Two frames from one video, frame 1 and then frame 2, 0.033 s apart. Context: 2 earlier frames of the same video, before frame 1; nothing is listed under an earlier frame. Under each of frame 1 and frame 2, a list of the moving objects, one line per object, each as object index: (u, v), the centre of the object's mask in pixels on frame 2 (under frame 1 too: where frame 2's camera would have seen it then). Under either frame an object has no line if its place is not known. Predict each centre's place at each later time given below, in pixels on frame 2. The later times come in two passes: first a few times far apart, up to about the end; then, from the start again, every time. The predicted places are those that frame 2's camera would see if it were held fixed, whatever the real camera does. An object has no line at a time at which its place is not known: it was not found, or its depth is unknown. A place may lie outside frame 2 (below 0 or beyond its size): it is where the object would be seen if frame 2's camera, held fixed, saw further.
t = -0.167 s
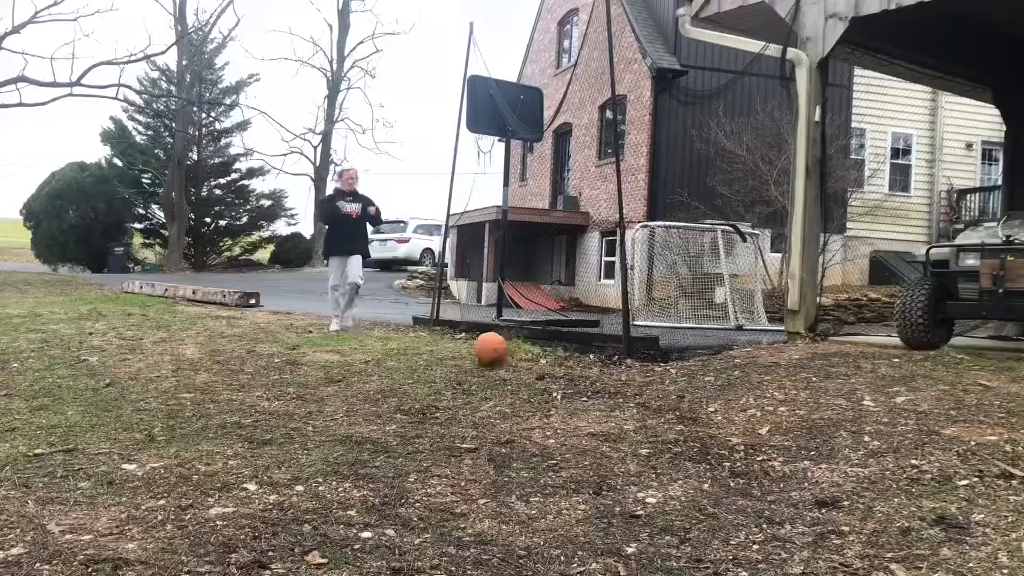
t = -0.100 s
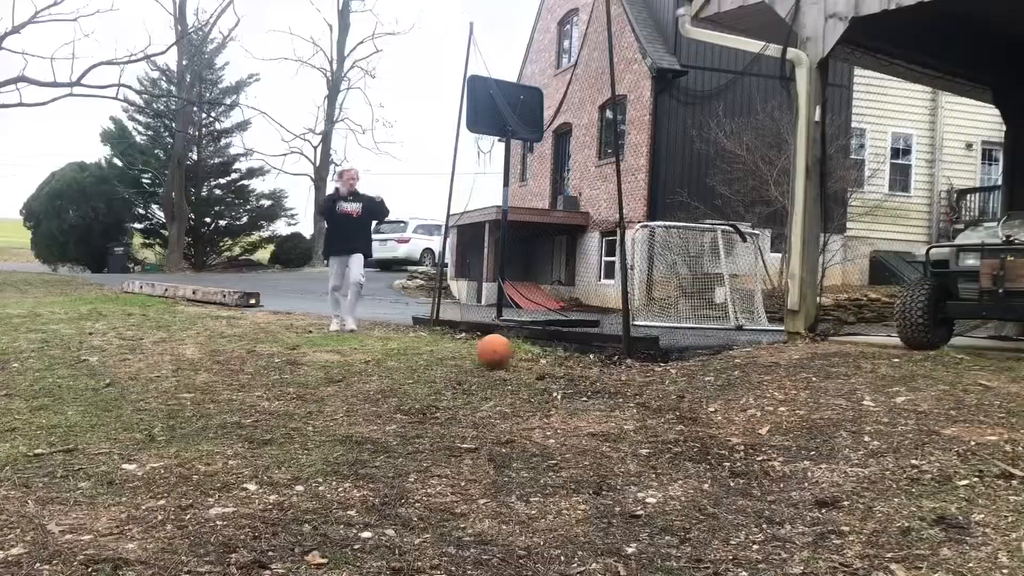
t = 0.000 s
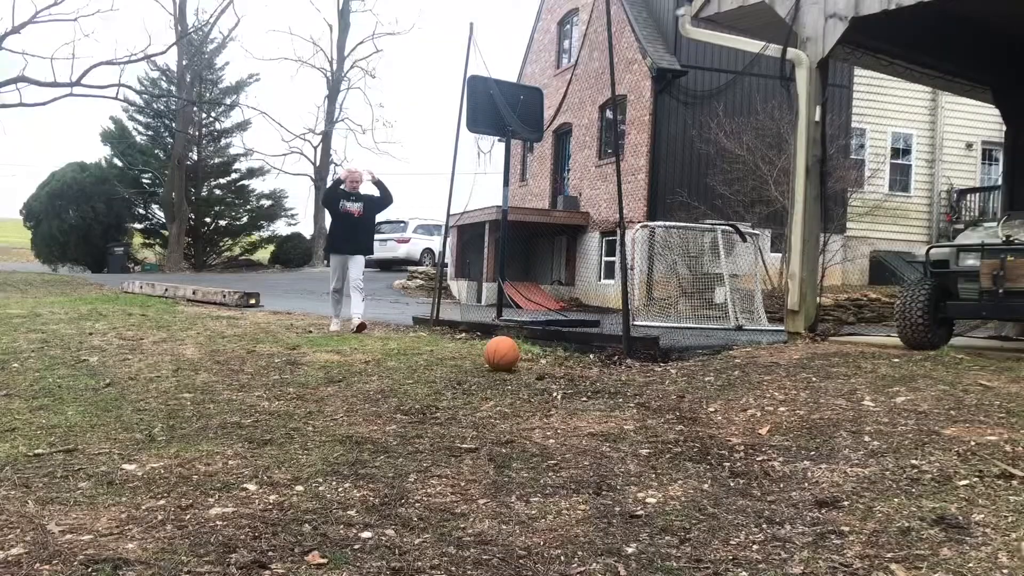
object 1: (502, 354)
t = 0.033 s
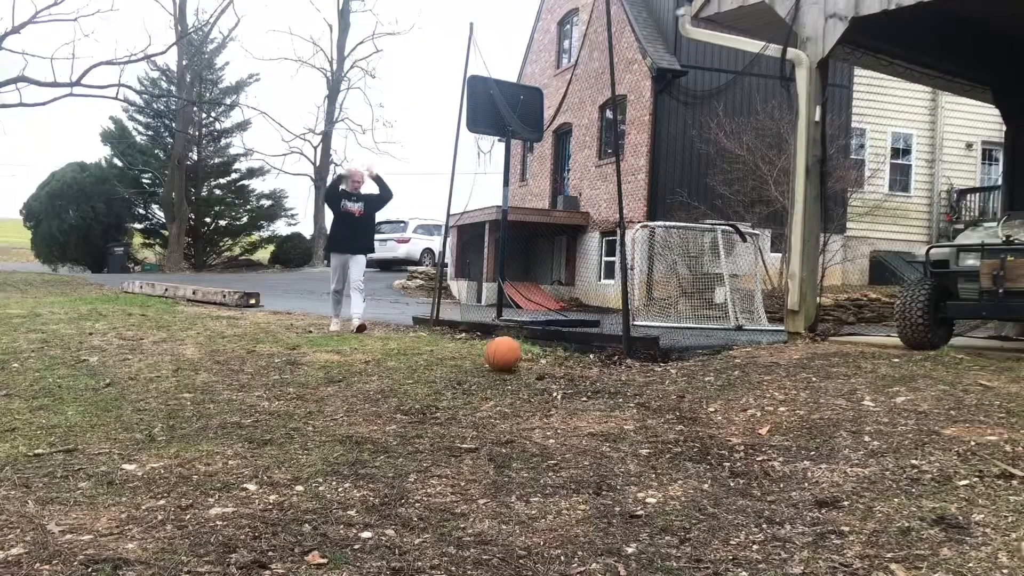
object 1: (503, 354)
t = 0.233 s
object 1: (520, 362)
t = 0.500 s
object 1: (534, 371)
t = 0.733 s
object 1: (542, 385)
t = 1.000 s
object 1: (544, 402)
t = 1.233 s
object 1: (540, 418)
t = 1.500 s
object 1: (529, 449)
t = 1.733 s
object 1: (507, 472)
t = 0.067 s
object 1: (505, 356)
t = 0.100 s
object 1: (507, 357)
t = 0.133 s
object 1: (512, 359)
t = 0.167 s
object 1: (513, 360)
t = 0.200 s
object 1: (516, 360)
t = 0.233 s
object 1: (520, 362)
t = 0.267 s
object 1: (521, 363)
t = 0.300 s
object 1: (525, 365)
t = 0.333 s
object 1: (527, 365)
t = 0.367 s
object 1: (528, 366)
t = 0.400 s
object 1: (530, 369)
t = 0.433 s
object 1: (532, 369)
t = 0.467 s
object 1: (534, 370)
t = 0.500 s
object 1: (534, 371)
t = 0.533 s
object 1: (536, 373)
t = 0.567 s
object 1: (538, 375)
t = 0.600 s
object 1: (539, 378)
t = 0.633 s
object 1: (540, 379)
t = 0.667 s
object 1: (541, 381)
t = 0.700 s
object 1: (542, 381)
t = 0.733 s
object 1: (542, 385)
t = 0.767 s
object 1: (543, 387)
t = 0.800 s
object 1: (543, 389)
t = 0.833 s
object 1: (544, 390)
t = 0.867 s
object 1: (544, 394)
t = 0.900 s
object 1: (544, 393)
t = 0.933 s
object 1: (544, 394)
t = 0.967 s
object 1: (544, 397)
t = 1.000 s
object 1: (544, 402)
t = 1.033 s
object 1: (544, 403)
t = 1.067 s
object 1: (543, 404)
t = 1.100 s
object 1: (543, 407)
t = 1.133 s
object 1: (543, 412)
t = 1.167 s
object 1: (543, 411)
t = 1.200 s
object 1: (542, 412)
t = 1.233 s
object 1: (540, 418)
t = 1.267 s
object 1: (540, 422)
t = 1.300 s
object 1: (539, 425)
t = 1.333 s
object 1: (538, 431)
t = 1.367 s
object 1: (537, 434)
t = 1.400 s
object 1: (535, 437)
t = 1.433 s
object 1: (533, 441)
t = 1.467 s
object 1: (531, 447)
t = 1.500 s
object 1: (529, 449)
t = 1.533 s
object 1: (526, 460)
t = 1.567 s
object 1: (523, 462)
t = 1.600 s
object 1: (520, 466)
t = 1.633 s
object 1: (518, 468)
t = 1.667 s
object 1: (514, 467)
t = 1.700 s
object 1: (511, 468)
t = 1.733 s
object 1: (507, 472)
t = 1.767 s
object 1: (502, 478)
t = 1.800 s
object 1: (497, 489)
